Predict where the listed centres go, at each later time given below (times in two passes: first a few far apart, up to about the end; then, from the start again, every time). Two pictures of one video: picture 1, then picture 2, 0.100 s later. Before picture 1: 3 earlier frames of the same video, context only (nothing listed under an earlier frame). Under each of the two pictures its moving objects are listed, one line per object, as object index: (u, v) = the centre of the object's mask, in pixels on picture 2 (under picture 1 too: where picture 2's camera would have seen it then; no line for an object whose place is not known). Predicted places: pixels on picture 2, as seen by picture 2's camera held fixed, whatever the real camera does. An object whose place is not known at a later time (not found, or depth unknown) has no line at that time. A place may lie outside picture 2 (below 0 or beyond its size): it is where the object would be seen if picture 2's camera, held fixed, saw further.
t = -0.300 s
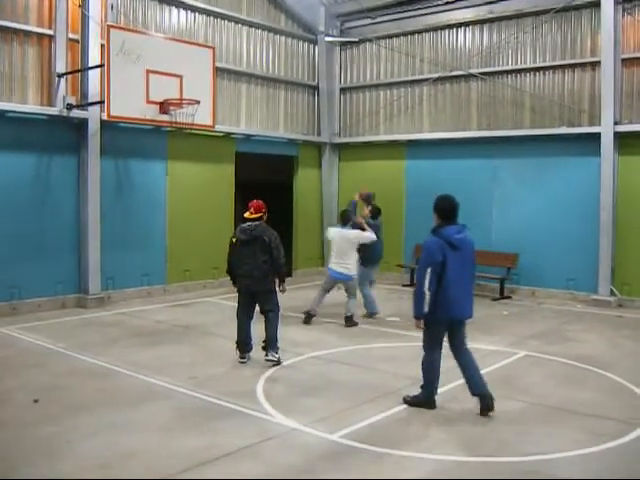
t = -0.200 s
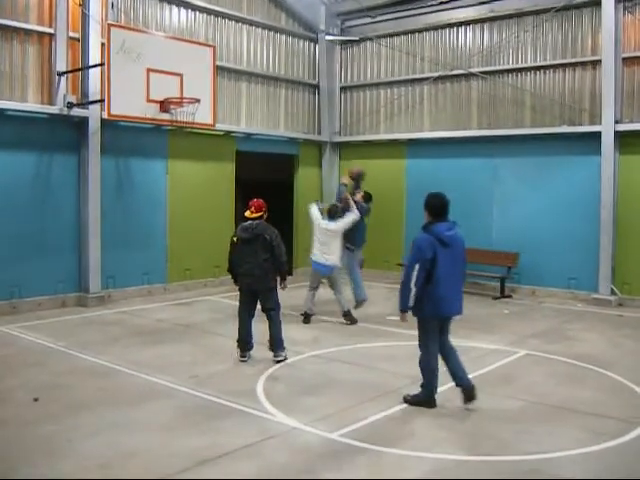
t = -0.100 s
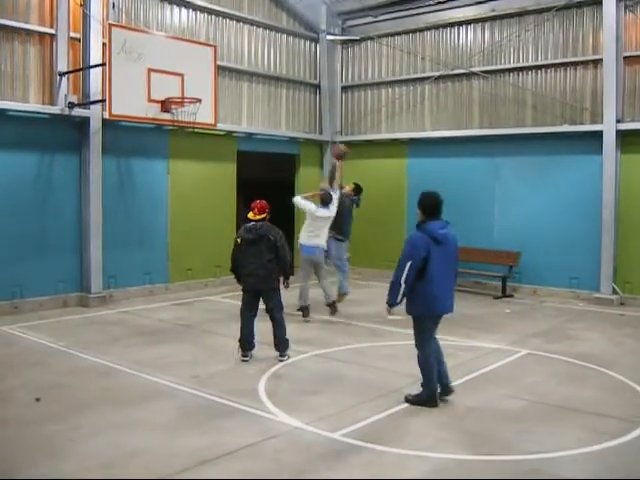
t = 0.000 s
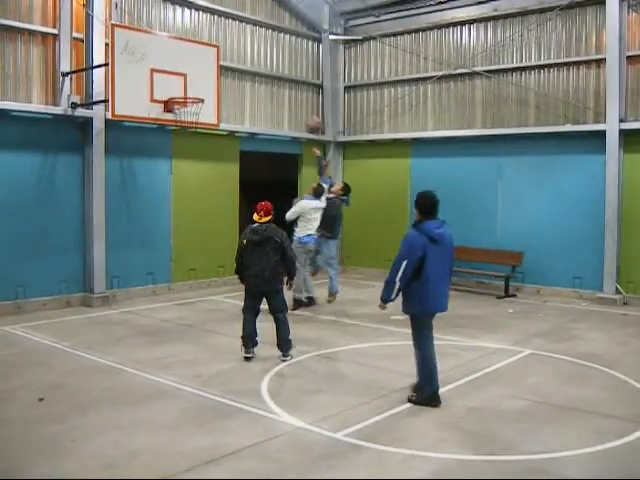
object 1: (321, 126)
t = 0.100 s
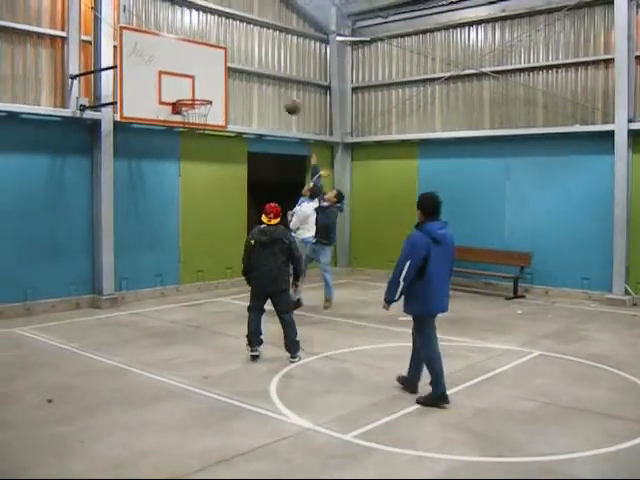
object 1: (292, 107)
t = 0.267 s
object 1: (242, 88)
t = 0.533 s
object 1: (167, 97)
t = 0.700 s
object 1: (162, 120)
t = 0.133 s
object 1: (282, 103)
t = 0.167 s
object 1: (272, 97)
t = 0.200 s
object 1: (262, 94)
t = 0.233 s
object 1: (252, 91)
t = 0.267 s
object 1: (242, 88)
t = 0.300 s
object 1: (231, 87)
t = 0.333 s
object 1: (220, 85)
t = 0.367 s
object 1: (210, 85)
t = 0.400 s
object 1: (199, 85)
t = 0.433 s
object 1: (189, 88)
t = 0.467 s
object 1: (176, 90)
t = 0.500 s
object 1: (167, 93)
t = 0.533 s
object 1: (167, 97)
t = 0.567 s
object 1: (166, 99)
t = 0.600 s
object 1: (165, 103)
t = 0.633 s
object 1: (164, 108)
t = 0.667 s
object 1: (163, 114)
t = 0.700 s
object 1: (162, 120)
